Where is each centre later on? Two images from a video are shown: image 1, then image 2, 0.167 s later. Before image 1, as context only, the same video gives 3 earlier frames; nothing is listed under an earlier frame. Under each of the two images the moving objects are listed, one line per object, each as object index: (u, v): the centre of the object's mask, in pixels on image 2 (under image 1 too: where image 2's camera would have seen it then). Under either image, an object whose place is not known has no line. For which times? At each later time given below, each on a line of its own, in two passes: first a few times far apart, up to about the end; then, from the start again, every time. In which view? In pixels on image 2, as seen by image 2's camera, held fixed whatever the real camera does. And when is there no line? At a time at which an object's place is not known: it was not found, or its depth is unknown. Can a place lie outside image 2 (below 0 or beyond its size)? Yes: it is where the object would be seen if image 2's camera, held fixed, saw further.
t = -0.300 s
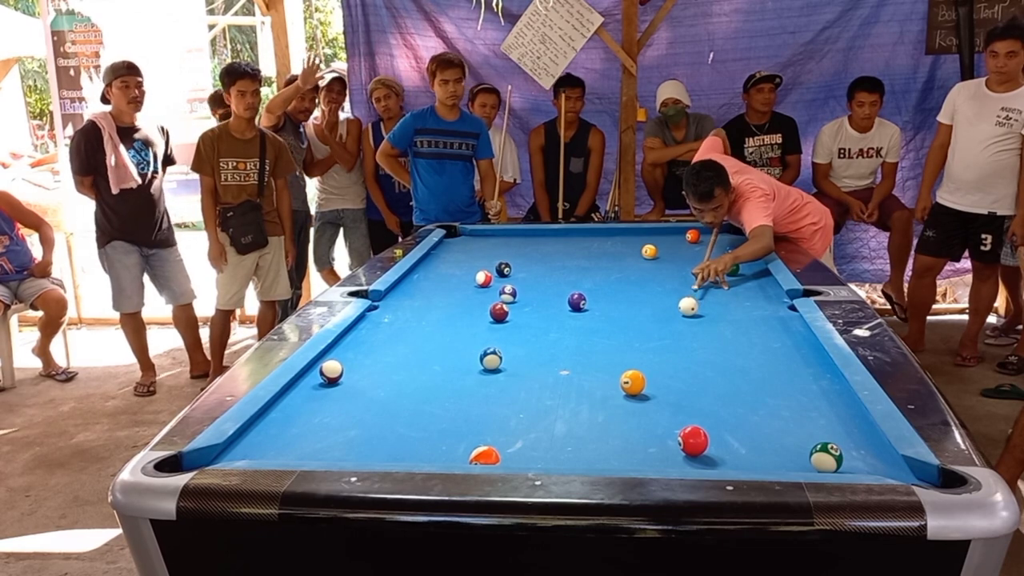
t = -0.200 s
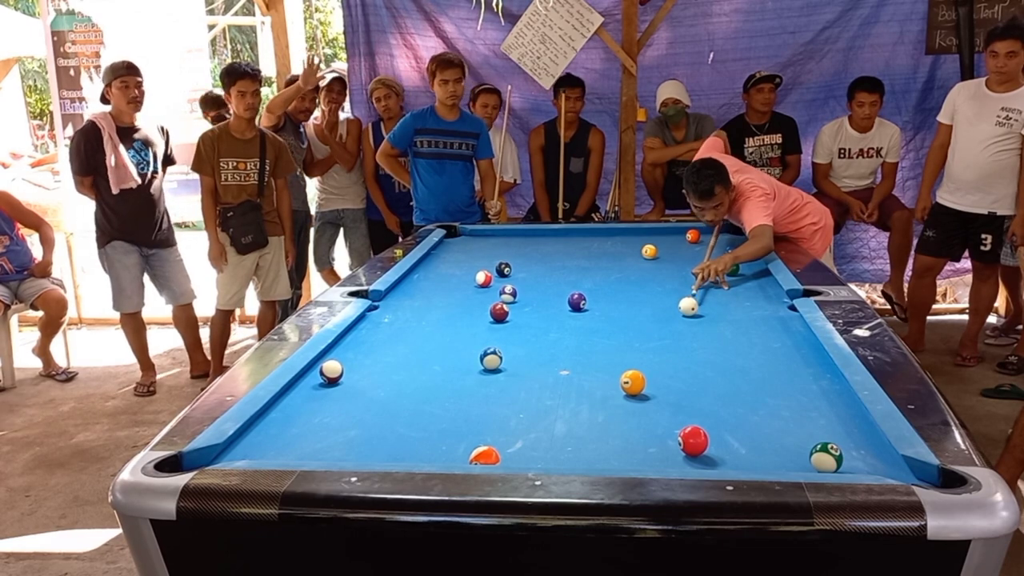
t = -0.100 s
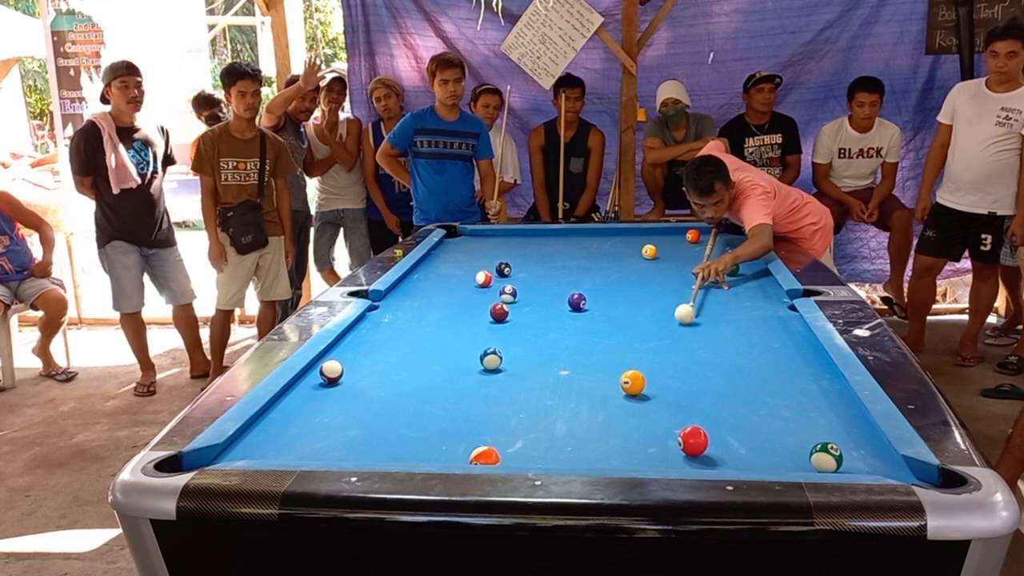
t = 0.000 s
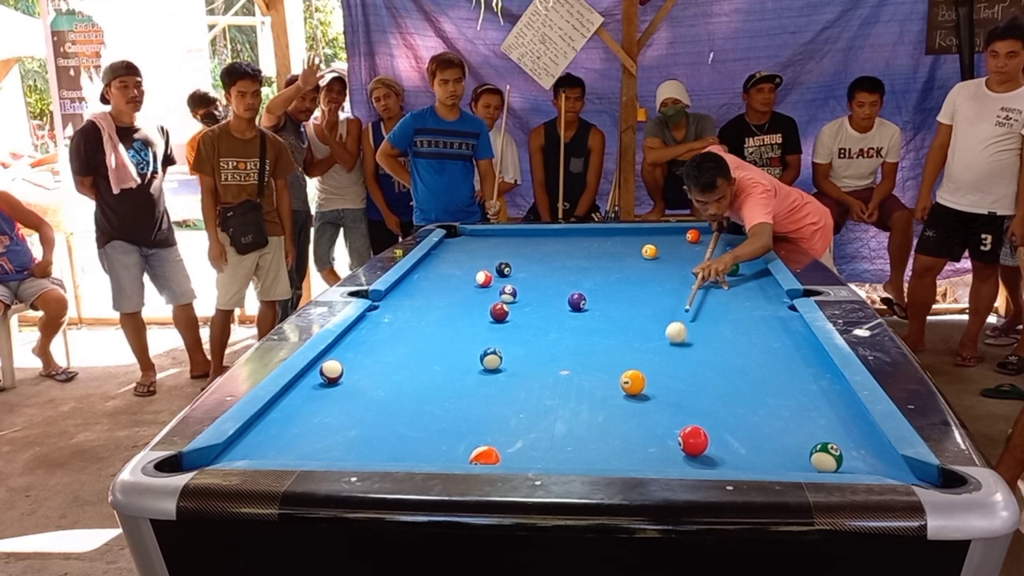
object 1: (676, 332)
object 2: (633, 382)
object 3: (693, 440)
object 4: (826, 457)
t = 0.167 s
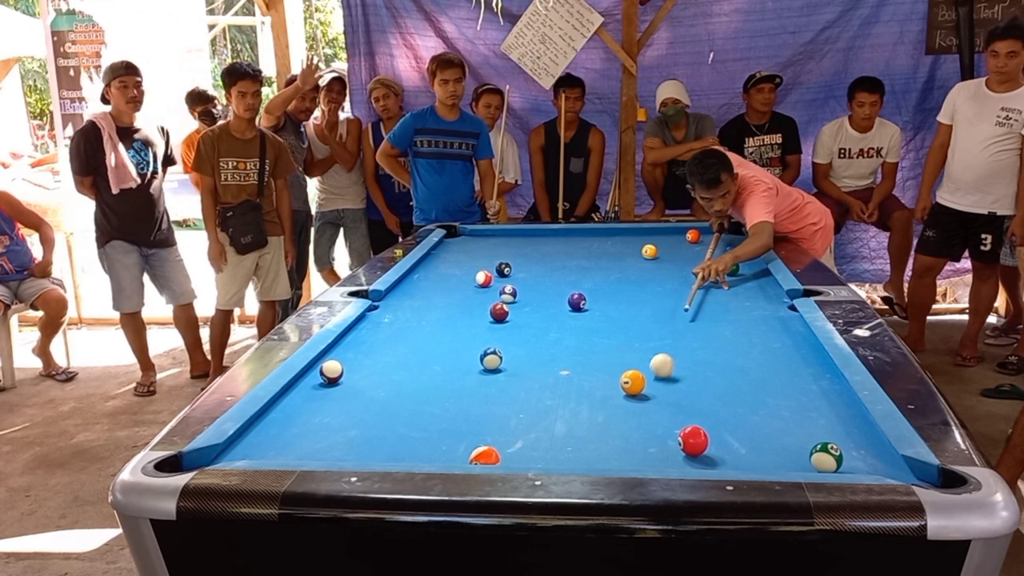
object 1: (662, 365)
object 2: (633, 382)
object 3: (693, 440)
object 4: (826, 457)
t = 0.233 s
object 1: (657, 381)
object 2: (631, 382)
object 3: (693, 440)
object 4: (826, 457)
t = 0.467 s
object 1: (711, 430)
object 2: (569, 391)
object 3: (689, 444)
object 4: (826, 457)
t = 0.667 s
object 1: (787, 453)
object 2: (521, 398)
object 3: (663, 458)
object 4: (826, 457)
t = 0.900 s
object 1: (817, 462)
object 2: (465, 406)
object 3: (644, 441)
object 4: (888, 462)
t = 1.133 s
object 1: (842, 452)
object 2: (408, 415)
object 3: (627, 423)
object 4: (892, 470)
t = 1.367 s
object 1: (863, 440)
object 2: (352, 424)
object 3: (612, 409)
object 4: (898, 472)
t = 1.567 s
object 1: (857, 431)
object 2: (303, 432)
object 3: (602, 398)
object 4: (907, 473)
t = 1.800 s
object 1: (837, 424)
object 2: (246, 441)
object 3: (590, 386)
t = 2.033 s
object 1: (819, 417)
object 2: (259, 447)
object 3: (581, 376)
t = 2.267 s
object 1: (803, 411)
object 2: (280, 450)
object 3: (572, 368)
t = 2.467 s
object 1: (792, 406)
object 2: (297, 453)
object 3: (566, 361)
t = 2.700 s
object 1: (780, 402)
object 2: (315, 453)
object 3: (558, 355)
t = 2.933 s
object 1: (771, 399)
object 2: (330, 452)
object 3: (552, 348)
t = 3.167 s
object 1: (763, 396)
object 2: (343, 452)
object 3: (546, 344)
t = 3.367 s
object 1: (757, 395)
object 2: (352, 452)
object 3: (542, 340)
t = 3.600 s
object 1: (753, 393)
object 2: (360, 451)
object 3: (538, 336)
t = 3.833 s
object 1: (750, 392)
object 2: (365, 451)
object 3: (533, 333)
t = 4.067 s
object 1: (749, 392)
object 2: (368, 451)
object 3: (530, 330)
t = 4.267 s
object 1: (749, 392)
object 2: (369, 451)
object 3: (528, 328)
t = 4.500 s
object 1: (749, 392)
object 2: (370, 451)
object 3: (526, 327)
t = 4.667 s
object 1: (749, 392)
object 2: (370, 451)
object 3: (525, 326)
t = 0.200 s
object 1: (659, 373)
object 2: (633, 382)
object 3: (693, 440)
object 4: (826, 457)
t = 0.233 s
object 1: (657, 381)
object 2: (631, 382)
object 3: (693, 440)
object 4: (826, 457)
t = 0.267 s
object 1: (665, 387)
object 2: (620, 384)
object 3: (693, 440)
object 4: (826, 457)
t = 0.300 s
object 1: (672, 394)
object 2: (610, 385)
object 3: (693, 440)
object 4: (826, 457)
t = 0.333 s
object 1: (678, 401)
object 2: (602, 386)
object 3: (693, 440)
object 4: (826, 457)
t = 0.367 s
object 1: (685, 409)
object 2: (593, 388)
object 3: (693, 440)
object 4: (826, 457)
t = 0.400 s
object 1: (691, 415)
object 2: (585, 389)
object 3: (693, 441)
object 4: (826, 457)
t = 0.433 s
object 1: (700, 421)
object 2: (577, 390)
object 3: (693, 440)
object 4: (826, 457)
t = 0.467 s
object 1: (711, 430)
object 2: (569, 391)
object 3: (689, 444)
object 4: (826, 457)
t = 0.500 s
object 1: (722, 434)
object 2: (561, 393)
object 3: (684, 450)
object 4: (826, 457)
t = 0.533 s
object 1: (735, 437)
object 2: (553, 394)
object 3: (679, 455)
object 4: (826, 457)
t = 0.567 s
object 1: (748, 441)
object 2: (545, 395)
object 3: (674, 458)
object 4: (826, 457)
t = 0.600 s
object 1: (761, 445)
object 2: (537, 396)
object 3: (669, 460)
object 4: (826, 457)
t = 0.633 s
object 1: (774, 449)
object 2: (529, 397)
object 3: (666, 459)
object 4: (826, 457)
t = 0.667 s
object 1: (787, 453)
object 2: (521, 398)
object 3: (663, 458)
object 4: (826, 457)
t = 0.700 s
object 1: (794, 456)
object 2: (513, 400)
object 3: (660, 456)
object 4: (834, 457)
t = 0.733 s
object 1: (797, 459)
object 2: (505, 401)
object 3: (657, 454)
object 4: (845, 458)
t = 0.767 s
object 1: (801, 461)
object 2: (497, 402)
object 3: (654, 452)
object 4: (853, 459)
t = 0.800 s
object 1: (805, 463)
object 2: (489, 403)
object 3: (652, 449)
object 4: (862, 459)
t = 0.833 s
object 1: (810, 464)
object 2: (481, 405)
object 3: (649, 446)
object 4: (871, 460)
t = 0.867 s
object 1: (813, 463)
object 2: (473, 405)
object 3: (646, 443)
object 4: (879, 461)
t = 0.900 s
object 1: (817, 462)
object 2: (465, 406)
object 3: (644, 441)
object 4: (888, 462)
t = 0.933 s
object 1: (821, 461)
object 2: (457, 408)
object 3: (641, 438)
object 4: (890, 463)
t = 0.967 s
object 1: (825, 459)
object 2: (449, 409)
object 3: (639, 435)
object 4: (890, 464)
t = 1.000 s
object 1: (828, 458)
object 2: (441, 410)
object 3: (636, 433)
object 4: (890, 466)
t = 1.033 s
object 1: (831, 457)
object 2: (433, 412)
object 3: (634, 431)
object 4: (890, 467)
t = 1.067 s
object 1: (835, 455)
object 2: (425, 412)
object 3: (631, 428)
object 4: (891, 468)
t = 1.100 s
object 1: (838, 454)
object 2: (416, 414)
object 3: (629, 426)
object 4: (891, 469)
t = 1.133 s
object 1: (842, 452)
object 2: (408, 415)
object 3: (627, 423)
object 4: (892, 470)
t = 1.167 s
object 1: (845, 450)
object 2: (400, 417)
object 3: (625, 421)
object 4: (892, 472)
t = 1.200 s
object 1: (848, 448)
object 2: (392, 418)
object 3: (623, 419)
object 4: (892, 472)
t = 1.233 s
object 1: (851, 446)
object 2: (384, 419)
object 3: (620, 417)
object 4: (893, 472)
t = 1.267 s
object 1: (854, 445)
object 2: (376, 420)
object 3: (618, 415)
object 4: (894, 472)
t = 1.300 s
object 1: (857, 443)
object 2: (368, 421)
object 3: (616, 412)
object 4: (896, 472)
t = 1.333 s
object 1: (860, 441)
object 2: (360, 423)
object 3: (614, 411)
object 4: (897, 472)
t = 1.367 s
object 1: (863, 440)
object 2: (352, 424)
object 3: (612, 409)
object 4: (898, 472)
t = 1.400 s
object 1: (866, 438)
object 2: (344, 425)
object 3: (611, 407)
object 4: (899, 472)
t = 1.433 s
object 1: (868, 436)
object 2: (336, 427)
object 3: (609, 405)
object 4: (900, 472)
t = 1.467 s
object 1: (866, 435)
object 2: (327, 428)
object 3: (607, 403)
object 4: (901, 472)
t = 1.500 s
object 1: (863, 434)
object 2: (319, 429)
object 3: (605, 401)
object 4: (903, 472)
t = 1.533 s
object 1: (860, 432)
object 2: (311, 431)
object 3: (604, 399)
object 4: (905, 472)
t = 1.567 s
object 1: (857, 431)
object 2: (303, 432)
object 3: (602, 398)
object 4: (907, 473)
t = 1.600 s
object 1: (854, 430)
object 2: (295, 433)
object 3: (600, 396)
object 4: (911, 474)
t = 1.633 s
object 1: (851, 429)
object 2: (287, 434)
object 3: (598, 394)
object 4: (915, 476)
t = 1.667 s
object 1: (848, 428)
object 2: (279, 436)
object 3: (597, 392)
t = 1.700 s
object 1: (845, 427)
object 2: (271, 437)
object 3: (595, 391)
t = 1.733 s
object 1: (842, 425)
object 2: (262, 438)
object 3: (593, 389)
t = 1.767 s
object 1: (839, 424)
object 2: (254, 440)
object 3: (592, 388)
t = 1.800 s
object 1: (837, 424)
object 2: (246, 441)
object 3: (590, 386)
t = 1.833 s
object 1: (834, 423)
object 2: (240, 442)
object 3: (589, 385)
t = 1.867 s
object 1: (831, 421)
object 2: (244, 443)
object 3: (587, 383)
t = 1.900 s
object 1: (829, 420)
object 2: (247, 444)
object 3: (586, 382)
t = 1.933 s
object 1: (826, 419)
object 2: (250, 445)
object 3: (585, 380)
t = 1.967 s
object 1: (824, 418)
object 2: (253, 445)
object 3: (583, 379)
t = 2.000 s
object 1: (821, 417)
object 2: (256, 446)
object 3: (582, 378)
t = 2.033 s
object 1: (819, 417)
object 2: (259, 447)
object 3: (581, 376)
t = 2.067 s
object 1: (816, 416)
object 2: (262, 447)
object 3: (579, 375)
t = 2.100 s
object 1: (814, 415)
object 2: (265, 448)
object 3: (578, 374)
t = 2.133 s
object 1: (812, 414)
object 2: (268, 448)
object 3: (577, 372)
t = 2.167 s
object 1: (809, 413)
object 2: (271, 449)
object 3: (575, 371)
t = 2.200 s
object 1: (807, 412)
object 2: (274, 449)
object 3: (574, 370)
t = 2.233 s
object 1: (805, 412)
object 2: (277, 450)
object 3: (573, 369)
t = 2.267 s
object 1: (803, 411)
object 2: (280, 450)
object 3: (572, 368)
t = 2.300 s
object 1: (801, 410)
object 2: (283, 451)
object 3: (571, 366)
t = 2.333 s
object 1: (799, 409)
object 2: (286, 451)
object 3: (570, 365)
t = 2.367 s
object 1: (797, 409)
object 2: (288, 452)
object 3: (569, 364)
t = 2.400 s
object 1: (795, 408)
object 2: (291, 452)
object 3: (568, 363)
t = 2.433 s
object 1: (793, 407)
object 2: (294, 452)
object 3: (566, 362)
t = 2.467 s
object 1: (792, 406)
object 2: (297, 453)
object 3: (566, 361)
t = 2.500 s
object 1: (790, 406)
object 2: (300, 453)
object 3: (564, 360)
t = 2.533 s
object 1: (788, 405)
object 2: (303, 454)
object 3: (564, 359)
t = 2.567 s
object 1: (787, 405)
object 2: (305, 454)
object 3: (562, 358)
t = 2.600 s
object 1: (785, 404)
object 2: (308, 453)
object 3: (561, 357)
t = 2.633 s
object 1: (783, 403)
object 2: (310, 453)
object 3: (560, 356)
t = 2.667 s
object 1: (782, 403)
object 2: (313, 453)
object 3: (559, 356)
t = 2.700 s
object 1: (780, 402)
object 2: (315, 453)
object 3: (558, 355)
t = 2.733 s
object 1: (779, 402)
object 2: (318, 453)
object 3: (557, 354)
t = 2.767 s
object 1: (777, 401)
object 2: (320, 453)
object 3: (556, 352)
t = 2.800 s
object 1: (776, 401)
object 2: (322, 453)
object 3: (555, 352)
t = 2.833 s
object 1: (774, 400)
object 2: (324, 453)
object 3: (554, 351)
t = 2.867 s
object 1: (773, 400)
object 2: (326, 453)
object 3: (553, 350)
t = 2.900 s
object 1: (772, 399)
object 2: (328, 453)
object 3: (553, 349)
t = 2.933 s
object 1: (771, 399)
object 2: (330, 452)
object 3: (552, 348)
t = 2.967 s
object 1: (769, 398)
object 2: (332, 452)
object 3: (551, 348)
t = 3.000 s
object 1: (768, 398)
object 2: (334, 452)
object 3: (550, 347)
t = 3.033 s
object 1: (767, 398)
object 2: (336, 452)
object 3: (549, 346)
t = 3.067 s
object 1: (766, 397)
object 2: (338, 452)
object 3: (549, 346)
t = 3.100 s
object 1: (765, 397)
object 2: (339, 452)
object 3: (548, 345)
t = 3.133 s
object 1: (764, 397)
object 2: (341, 452)
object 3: (547, 344)
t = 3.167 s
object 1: (763, 396)
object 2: (343, 452)
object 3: (546, 344)
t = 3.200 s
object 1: (762, 396)
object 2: (345, 452)
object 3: (546, 343)
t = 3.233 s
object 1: (761, 396)
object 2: (346, 452)
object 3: (545, 342)
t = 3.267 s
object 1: (760, 395)
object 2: (348, 452)
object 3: (544, 342)
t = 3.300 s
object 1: (759, 395)
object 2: (349, 452)
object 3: (544, 341)
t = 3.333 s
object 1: (758, 395)
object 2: (351, 452)
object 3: (543, 340)
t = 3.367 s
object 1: (757, 395)
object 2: (352, 452)
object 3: (542, 340)
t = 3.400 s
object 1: (756, 394)
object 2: (353, 452)
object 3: (541, 339)
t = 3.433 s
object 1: (756, 394)
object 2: (354, 451)
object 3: (541, 338)
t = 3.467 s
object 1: (755, 394)
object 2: (356, 452)
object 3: (540, 338)
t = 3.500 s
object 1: (754, 394)
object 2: (357, 451)
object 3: (539, 337)
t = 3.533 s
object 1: (754, 394)
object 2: (358, 451)
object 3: (539, 337)
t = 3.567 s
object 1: (753, 393)
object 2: (359, 451)
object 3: (538, 336)
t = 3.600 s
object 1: (753, 393)
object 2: (360, 451)
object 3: (538, 336)
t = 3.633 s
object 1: (752, 393)
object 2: (361, 451)
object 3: (537, 335)
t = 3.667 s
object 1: (751, 393)
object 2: (362, 451)
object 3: (536, 335)
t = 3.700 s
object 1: (751, 393)
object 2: (363, 451)
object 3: (536, 334)
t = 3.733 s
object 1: (751, 393)
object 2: (363, 451)
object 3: (535, 334)
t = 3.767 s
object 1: (750, 393)
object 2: (364, 451)
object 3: (535, 334)
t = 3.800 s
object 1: (750, 392)
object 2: (364, 451)
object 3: (534, 333)
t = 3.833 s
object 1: (750, 392)
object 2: (365, 451)
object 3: (533, 333)
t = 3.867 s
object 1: (750, 392)
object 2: (366, 451)
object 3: (533, 332)
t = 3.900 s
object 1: (749, 392)
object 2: (366, 451)
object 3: (532, 332)
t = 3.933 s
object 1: (749, 392)
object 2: (367, 451)
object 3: (532, 332)
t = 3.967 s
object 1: (749, 392)
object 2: (367, 451)
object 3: (531, 331)
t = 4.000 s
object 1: (749, 392)
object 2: (368, 451)
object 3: (531, 331)
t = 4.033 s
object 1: (749, 392)
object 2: (368, 451)
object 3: (531, 330)
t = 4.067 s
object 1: (749, 392)
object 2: (368, 451)
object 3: (530, 330)
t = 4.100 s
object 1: (749, 392)
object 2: (368, 451)
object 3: (530, 330)
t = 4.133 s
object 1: (749, 392)
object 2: (368, 451)
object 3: (529, 330)
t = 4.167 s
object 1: (749, 392)
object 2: (369, 451)
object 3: (529, 329)
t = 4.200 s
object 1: (749, 392)
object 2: (369, 451)
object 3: (529, 329)
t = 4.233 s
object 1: (749, 392)
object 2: (369, 451)
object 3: (528, 329)
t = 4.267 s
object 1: (749, 392)
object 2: (369, 451)
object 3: (528, 328)
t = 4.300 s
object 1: (749, 392)
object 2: (369, 451)
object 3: (528, 328)
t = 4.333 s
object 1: (749, 392)
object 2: (370, 451)
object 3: (527, 328)
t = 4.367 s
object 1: (749, 392)
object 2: (370, 451)
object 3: (527, 328)
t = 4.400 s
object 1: (749, 392)
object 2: (370, 451)
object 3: (527, 327)
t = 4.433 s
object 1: (749, 392)
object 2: (370, 451)
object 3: (527, 327)
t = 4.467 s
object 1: (749, 392)
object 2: (370, 451)
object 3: (526, 327)
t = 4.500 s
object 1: (749, 392)
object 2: (370, 451)
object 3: (526, 327)
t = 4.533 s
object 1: (749, 392)
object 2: (370, 451)
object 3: (526, 326)
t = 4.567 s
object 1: (749, 392)
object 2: (370, 451)
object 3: (526, 326)
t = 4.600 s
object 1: (749, 392)
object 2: (370, 451)
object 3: (526, 326)
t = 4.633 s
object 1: (749, 392)
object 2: (370, 451)
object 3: (525, 326)
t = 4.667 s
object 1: (749, 392)
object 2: (370, 451)
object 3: (525, 326)
